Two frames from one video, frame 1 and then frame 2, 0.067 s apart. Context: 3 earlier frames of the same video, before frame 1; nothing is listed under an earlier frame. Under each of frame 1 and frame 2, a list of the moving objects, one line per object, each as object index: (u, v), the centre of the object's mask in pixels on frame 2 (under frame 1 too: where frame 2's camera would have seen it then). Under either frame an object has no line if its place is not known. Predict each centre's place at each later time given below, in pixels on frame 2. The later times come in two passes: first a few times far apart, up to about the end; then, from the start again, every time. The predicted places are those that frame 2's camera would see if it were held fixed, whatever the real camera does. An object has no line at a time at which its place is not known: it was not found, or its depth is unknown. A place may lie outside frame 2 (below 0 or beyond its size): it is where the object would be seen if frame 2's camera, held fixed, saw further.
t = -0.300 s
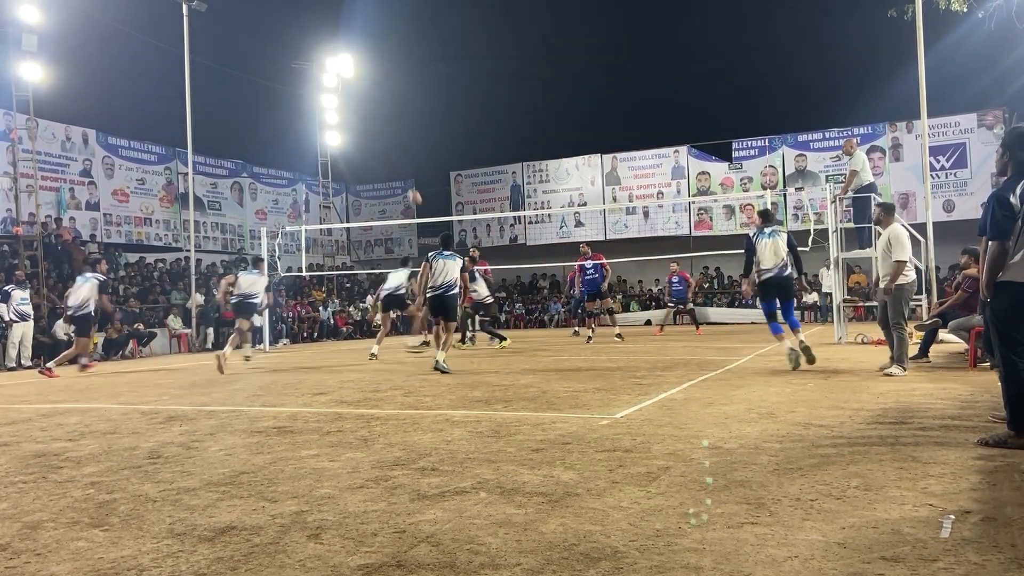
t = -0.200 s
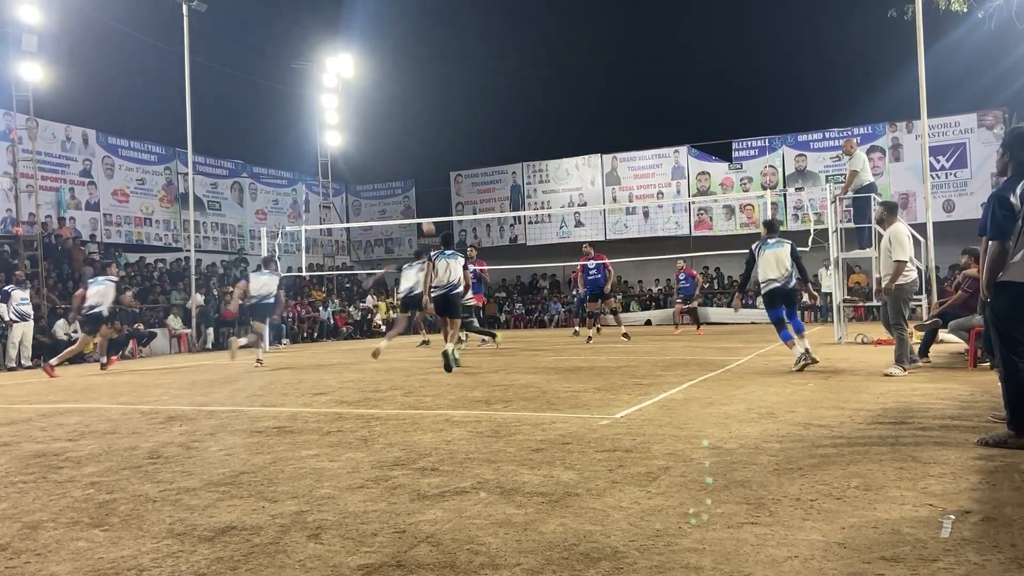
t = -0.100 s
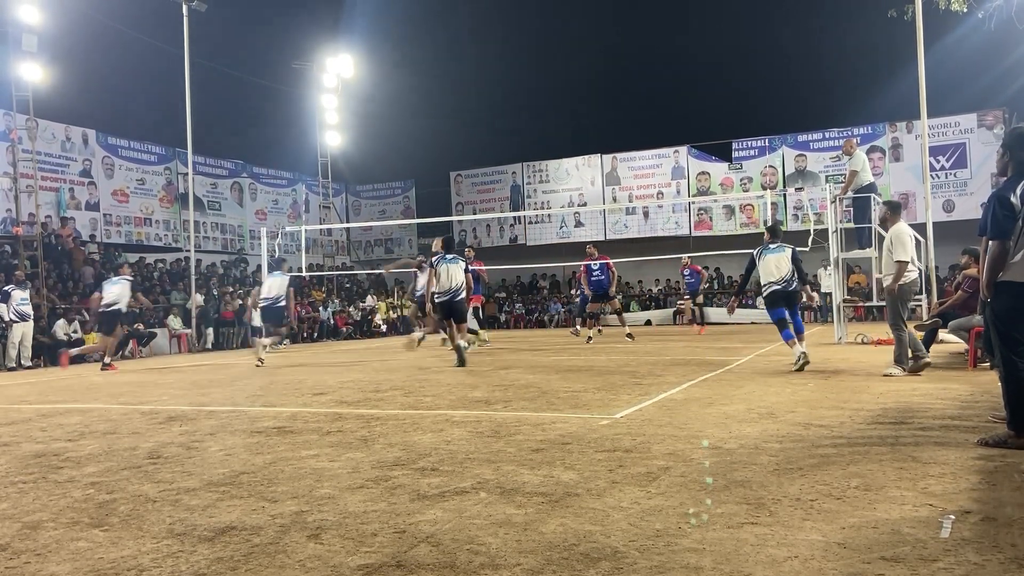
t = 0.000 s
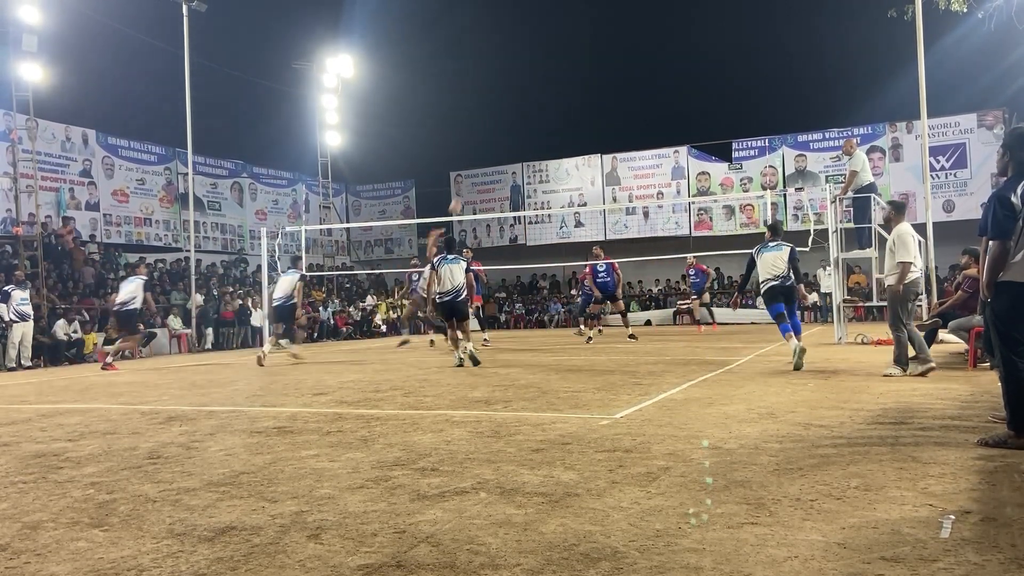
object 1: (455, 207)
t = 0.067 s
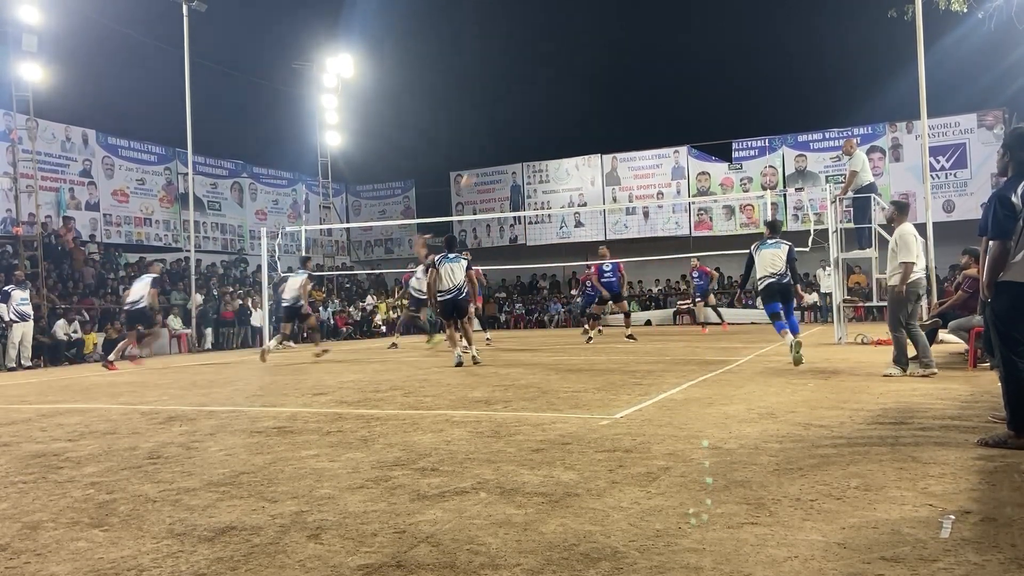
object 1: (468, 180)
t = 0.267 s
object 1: (505, 119)
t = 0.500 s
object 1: (550, 75)
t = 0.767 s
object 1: (604, 65)
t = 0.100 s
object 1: (475, 168)
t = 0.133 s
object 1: (480, 158)
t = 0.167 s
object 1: (487, 147)
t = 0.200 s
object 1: (493, 137)
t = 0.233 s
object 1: (499, 128)
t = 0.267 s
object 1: (505, 119)
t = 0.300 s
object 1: (512, 111)
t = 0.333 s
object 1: (518, 103)
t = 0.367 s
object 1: (524, 96)
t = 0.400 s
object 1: (530, 90)
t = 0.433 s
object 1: (537, 85)
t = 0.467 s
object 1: (544, 79)
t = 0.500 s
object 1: (550, 75)
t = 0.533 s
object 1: (557, 72)
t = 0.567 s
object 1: (564, 68)
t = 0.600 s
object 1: (570, 66)
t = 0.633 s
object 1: (577, 64)
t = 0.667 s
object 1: (583, 63)
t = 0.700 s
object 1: (590, 63)
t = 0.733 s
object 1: (597, 63)
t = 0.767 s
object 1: (604, 65)
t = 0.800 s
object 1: (611, 67)
